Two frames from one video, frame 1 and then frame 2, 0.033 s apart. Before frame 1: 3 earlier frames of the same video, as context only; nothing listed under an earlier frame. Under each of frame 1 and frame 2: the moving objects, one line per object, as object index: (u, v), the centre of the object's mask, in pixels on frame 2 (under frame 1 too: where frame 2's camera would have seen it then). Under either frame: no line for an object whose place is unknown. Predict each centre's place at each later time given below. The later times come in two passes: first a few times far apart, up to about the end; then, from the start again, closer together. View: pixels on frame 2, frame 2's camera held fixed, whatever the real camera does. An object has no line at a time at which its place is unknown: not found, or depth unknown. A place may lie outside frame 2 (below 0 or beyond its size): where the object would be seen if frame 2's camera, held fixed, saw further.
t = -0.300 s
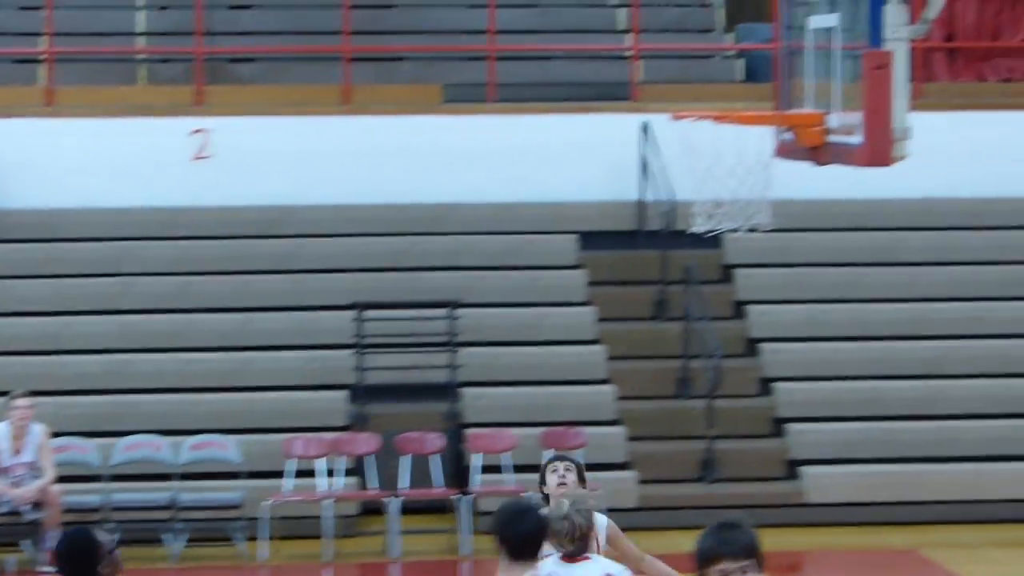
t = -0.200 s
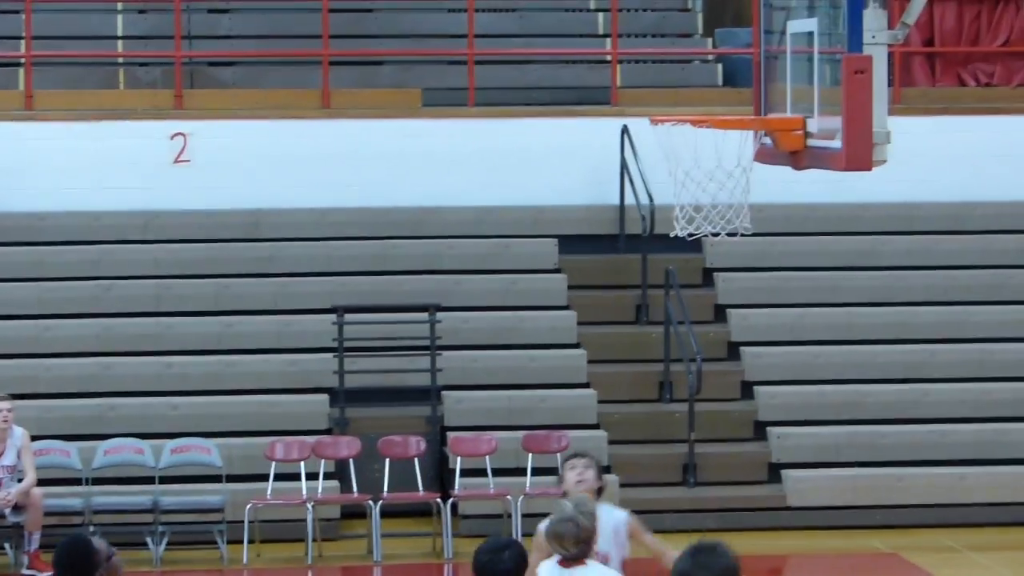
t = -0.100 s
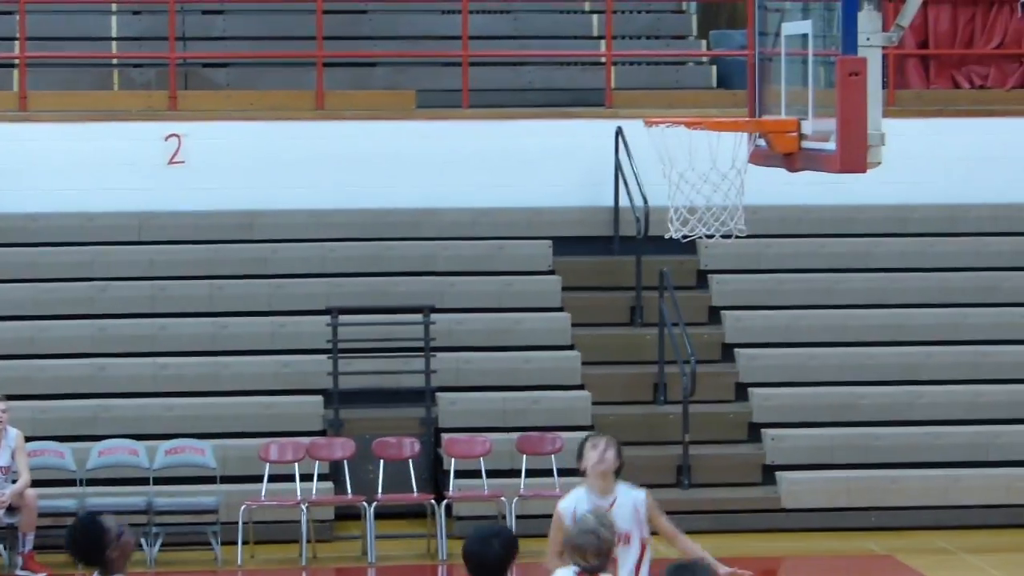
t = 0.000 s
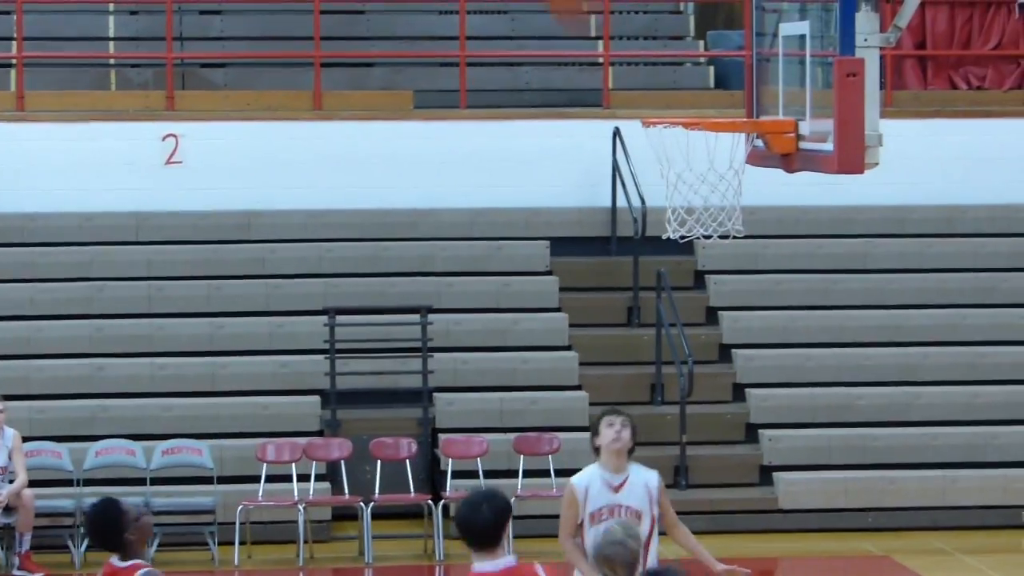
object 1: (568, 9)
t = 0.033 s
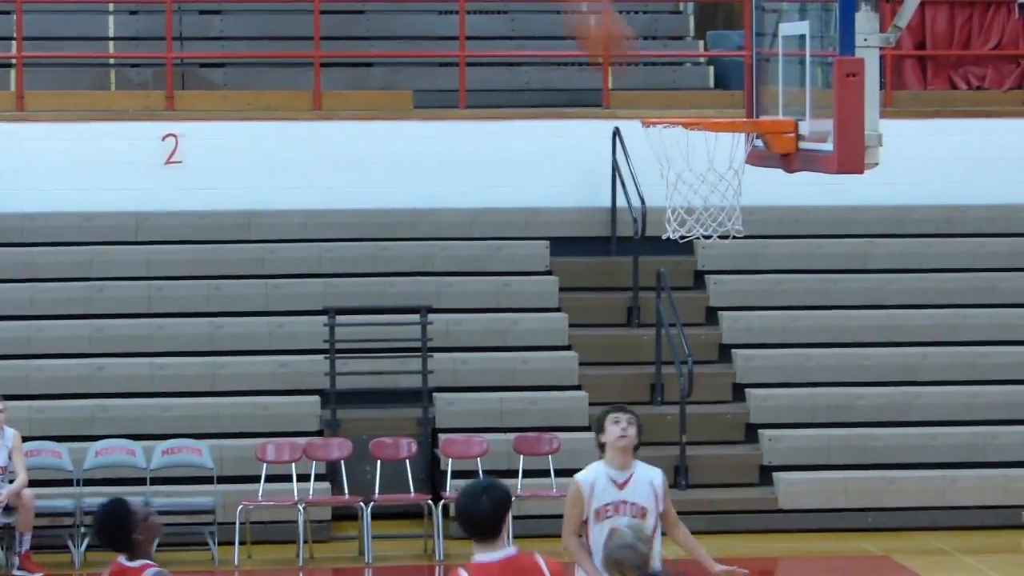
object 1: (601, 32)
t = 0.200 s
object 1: (722, 53)
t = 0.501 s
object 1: (662, 36)
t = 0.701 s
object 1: (562, 132)
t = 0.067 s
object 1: (637, 80)
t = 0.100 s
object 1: (659, 92)
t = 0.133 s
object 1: (679, 77)
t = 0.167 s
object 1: (701, 64)
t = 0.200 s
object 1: (722, 53)
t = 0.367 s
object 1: (727, 27)
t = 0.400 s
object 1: (713, 26)
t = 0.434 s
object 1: (695, 26)
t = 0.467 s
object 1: (680, 29)
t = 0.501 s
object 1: (662, 36)
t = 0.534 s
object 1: (646, 45)
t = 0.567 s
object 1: (630, 57)
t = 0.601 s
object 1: (613, 73)
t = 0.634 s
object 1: (595, 89)
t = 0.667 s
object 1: (580, 107)
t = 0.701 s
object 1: (562, 132)
